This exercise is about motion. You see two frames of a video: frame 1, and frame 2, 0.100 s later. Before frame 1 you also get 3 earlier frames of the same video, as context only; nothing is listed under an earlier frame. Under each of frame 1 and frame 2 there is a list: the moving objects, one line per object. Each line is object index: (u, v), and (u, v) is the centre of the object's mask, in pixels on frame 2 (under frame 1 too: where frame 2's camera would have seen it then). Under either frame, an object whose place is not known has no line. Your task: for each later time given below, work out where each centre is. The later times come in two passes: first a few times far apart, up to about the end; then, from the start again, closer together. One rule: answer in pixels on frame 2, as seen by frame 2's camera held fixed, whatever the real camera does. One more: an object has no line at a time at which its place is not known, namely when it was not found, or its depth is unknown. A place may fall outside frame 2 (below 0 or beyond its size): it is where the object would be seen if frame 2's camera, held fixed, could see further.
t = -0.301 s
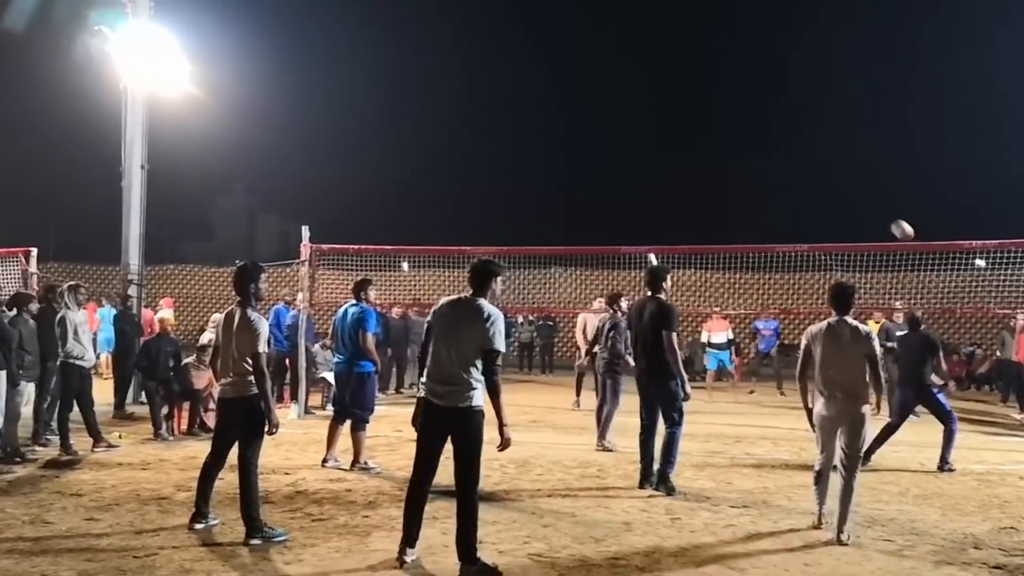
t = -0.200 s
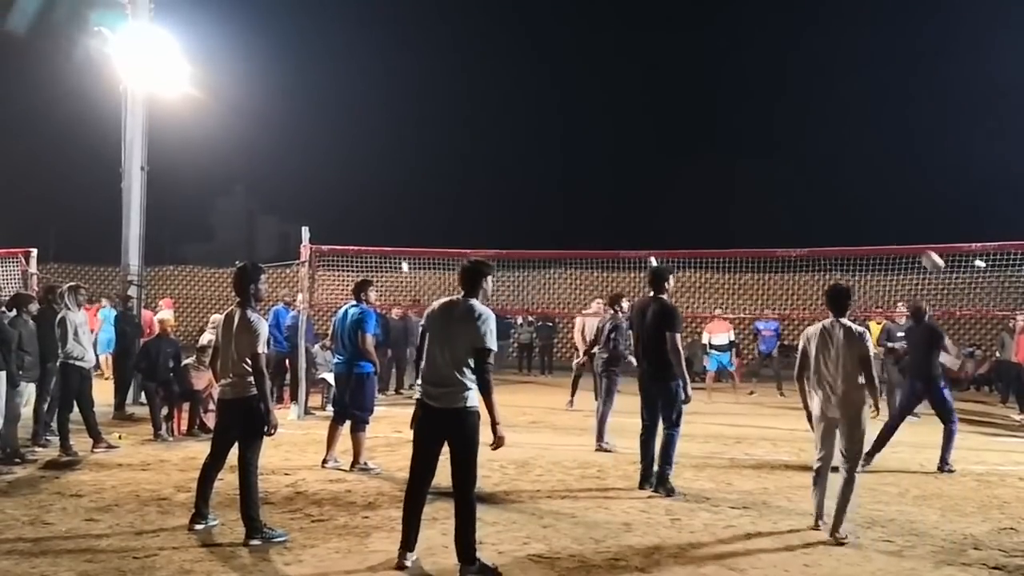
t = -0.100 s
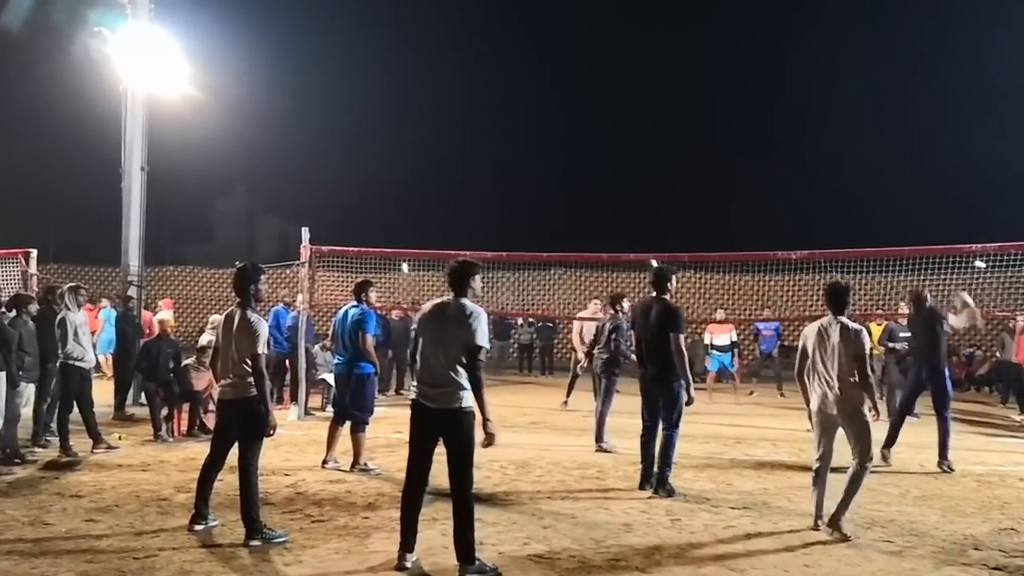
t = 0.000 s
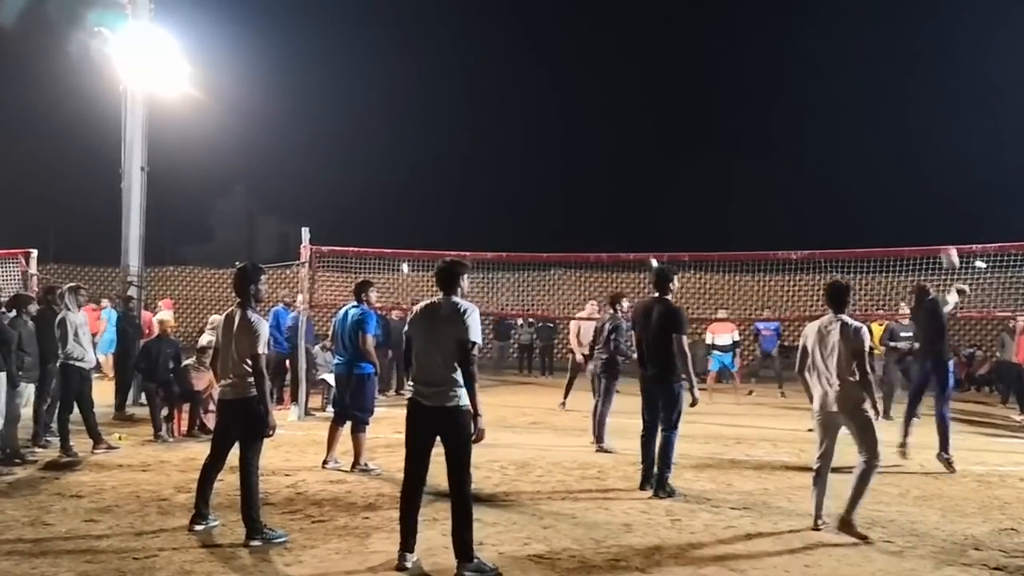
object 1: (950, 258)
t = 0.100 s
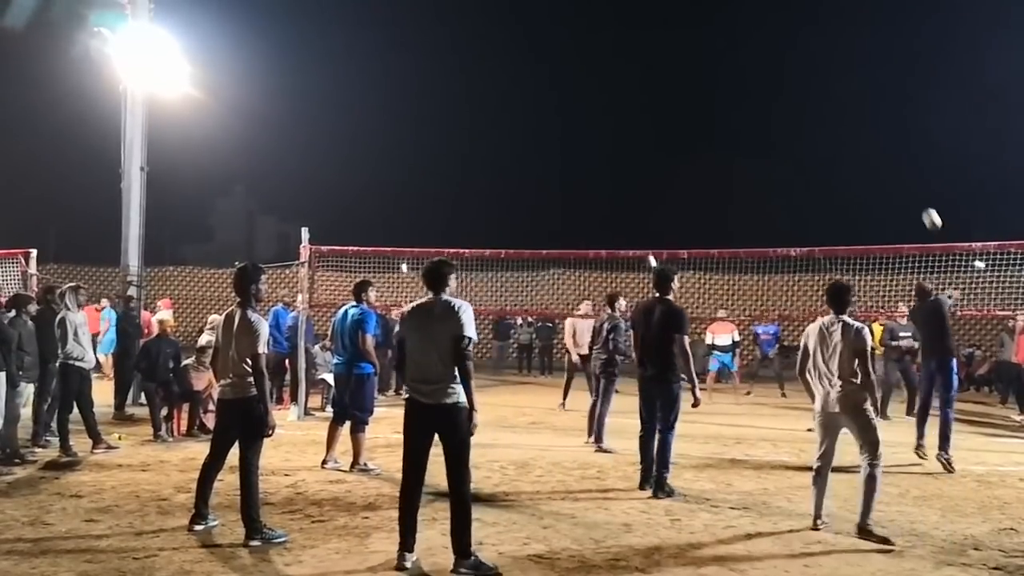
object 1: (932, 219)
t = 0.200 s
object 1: (917, 193)
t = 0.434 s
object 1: (889, 170)
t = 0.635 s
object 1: (869, 183)
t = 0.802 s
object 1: (855, 213)
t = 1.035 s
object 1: (839, 274)
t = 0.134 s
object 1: (926, 209)
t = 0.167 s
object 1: (921, 200)
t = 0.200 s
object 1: (917, 193)
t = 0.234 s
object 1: (912, 187)
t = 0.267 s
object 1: (908, 181)
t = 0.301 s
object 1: (904, 177)
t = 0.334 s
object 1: (900, 174)
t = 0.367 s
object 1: (896, 172)
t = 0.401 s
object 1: (893, 170)
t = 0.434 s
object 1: (889, 170)
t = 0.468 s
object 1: (885, 171)
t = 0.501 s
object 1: (882, 171)
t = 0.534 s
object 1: (878, 173)
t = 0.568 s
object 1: (875, 176)
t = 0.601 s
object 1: (872, 179)
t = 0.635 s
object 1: (869, 183)
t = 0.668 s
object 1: (866, 188)
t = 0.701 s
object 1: (863, 194)
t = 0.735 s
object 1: (860, 199)
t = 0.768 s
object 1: (857, 205)
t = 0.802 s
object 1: (855, 213)
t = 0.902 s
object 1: (848, 236)
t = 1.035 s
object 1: (839, 274)
